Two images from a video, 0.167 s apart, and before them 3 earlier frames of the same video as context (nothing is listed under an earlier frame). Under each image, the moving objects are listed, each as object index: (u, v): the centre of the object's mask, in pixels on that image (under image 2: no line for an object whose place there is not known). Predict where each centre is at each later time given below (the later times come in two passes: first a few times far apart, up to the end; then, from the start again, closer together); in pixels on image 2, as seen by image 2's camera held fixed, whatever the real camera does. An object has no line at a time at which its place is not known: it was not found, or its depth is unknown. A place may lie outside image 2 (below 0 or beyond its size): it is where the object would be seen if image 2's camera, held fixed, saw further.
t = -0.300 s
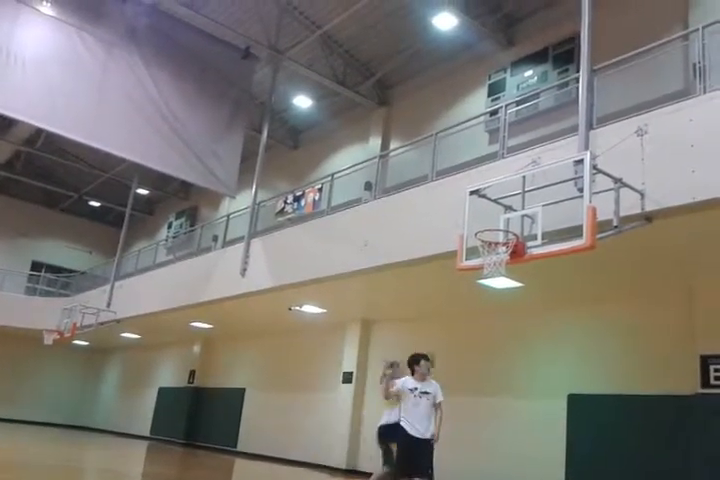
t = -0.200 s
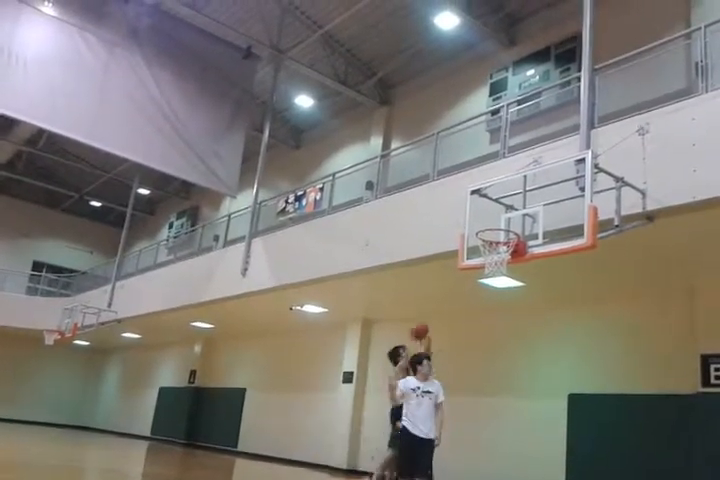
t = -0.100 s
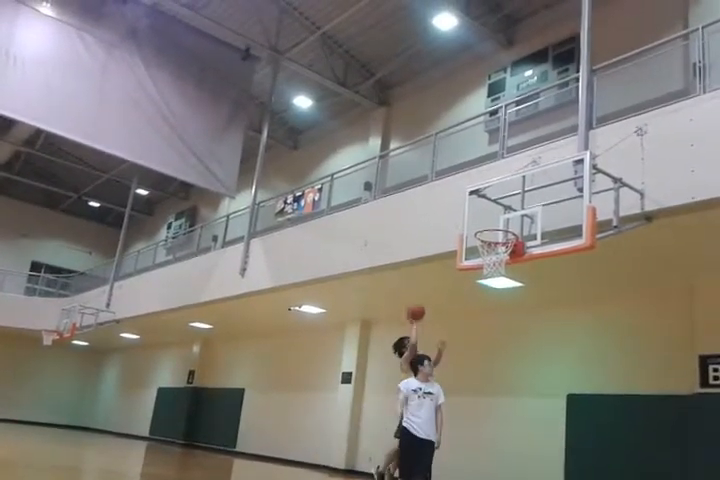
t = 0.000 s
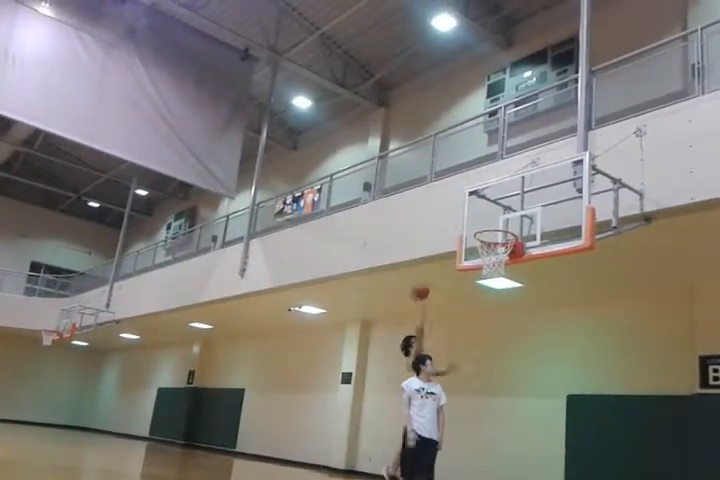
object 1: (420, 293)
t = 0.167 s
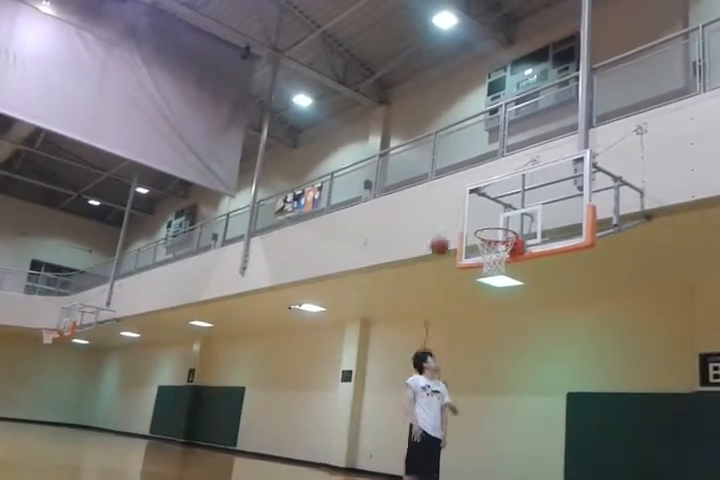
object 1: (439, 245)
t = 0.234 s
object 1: (446, 233)
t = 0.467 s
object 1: (471, 218)
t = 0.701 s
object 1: (494, 238)
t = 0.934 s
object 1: (510, 279)
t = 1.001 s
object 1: (512, 300)
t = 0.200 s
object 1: (443, 239)
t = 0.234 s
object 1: (446, 233)
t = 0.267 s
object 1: (450, 229)
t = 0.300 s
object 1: (454, 225)
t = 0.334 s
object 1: (457, 222)
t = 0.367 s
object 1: (461, 220)
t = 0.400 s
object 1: (464, 218)
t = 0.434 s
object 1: (468, 218)
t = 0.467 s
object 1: (471, 218)
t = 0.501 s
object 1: (474, 219)
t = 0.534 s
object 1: (478, 222)
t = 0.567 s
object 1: (481, 224)
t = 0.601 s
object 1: (485, 228)
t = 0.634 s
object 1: (488, 232)
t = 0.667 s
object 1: (492, 234)
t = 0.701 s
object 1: (494, 238)
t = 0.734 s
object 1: (498, 243)
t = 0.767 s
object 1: (503, 247)
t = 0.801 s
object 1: (503, 247)
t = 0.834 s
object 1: (507, 260)
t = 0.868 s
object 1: (508, 267)
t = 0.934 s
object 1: (510, 279)
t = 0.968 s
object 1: (511, 290)
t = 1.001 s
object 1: (512, 300)
